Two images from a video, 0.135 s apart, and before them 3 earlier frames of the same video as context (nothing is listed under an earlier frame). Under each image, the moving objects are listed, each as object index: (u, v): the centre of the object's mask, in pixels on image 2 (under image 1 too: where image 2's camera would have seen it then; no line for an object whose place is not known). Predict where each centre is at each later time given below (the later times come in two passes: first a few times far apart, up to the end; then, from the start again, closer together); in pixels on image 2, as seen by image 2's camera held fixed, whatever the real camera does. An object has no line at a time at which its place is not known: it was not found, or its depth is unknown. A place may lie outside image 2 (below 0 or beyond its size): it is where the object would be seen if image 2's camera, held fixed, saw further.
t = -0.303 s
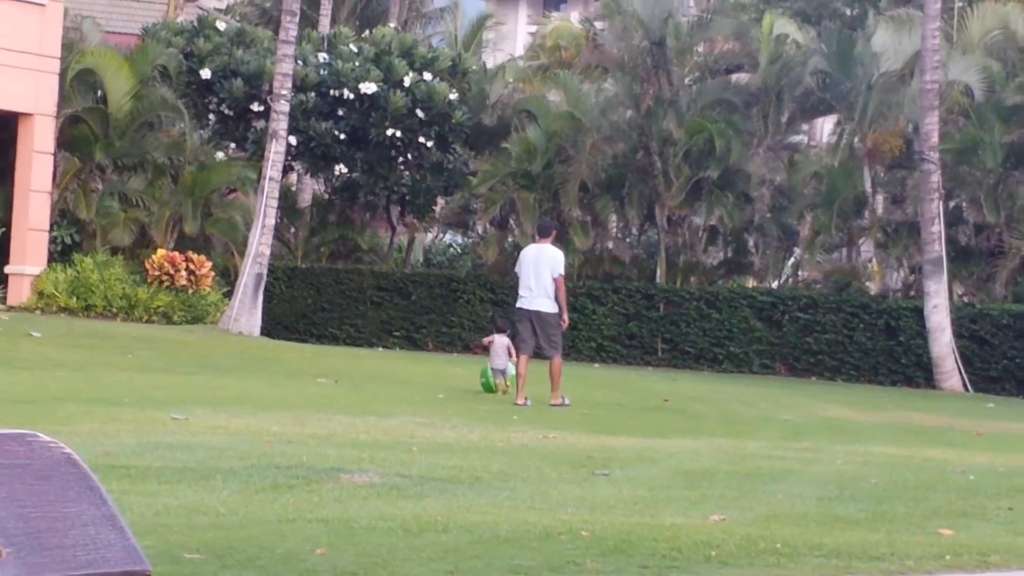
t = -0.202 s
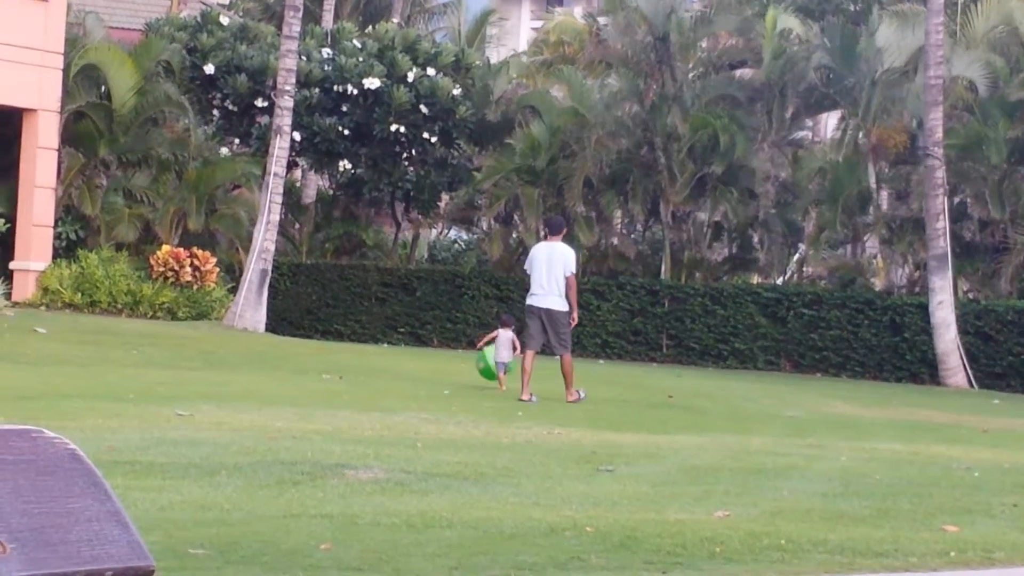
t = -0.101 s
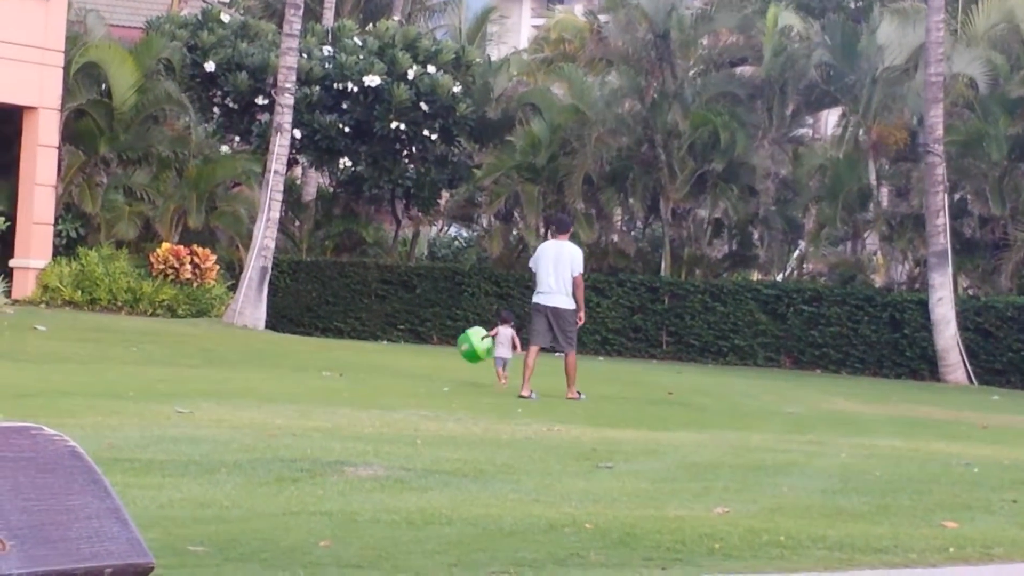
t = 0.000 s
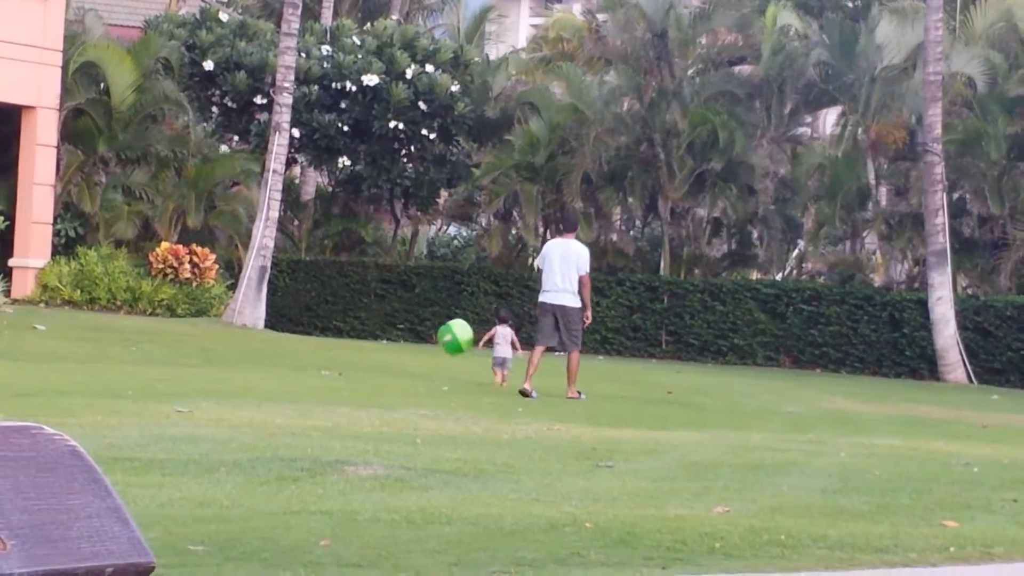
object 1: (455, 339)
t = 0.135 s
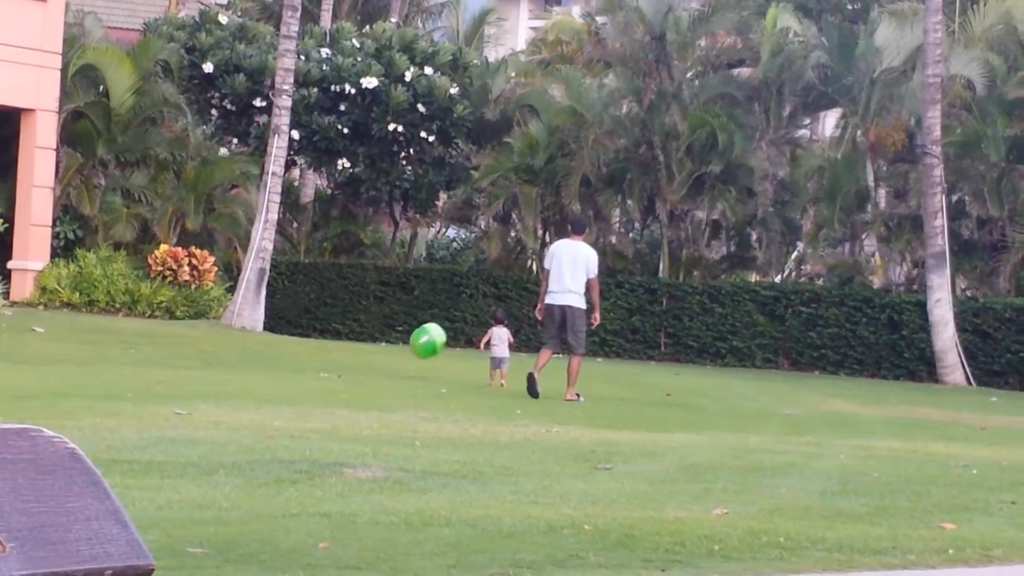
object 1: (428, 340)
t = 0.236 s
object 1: (407, 349)
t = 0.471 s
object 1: (379, 353)
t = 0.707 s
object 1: (357, 359)
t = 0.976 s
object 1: (335, 355)
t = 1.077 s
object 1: (328, 353)
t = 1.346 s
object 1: (310, 351)
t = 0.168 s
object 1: (421, 344)
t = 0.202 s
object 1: (415, 347)
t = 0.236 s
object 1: (407, 349)
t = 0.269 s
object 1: (402, 354)
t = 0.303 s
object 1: (398, 358)
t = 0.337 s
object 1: (393, 359)
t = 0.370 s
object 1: (389, 356)
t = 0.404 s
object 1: (385, 355)
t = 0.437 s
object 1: (380, 354)
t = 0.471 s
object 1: (379, 353)
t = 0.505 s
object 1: (375, 352)
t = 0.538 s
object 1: (372, 350)
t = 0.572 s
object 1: (370, 351)
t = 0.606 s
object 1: (366, 352)
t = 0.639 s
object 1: (365, 354)
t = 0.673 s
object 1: (360, 357)
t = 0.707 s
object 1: (357, 359)
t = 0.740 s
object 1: (353, 358)
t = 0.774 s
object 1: (352, 357)
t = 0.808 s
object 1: (348, 356)
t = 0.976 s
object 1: (335, 355)
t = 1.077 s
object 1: (328, 353)
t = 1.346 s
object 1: (310, 351)
